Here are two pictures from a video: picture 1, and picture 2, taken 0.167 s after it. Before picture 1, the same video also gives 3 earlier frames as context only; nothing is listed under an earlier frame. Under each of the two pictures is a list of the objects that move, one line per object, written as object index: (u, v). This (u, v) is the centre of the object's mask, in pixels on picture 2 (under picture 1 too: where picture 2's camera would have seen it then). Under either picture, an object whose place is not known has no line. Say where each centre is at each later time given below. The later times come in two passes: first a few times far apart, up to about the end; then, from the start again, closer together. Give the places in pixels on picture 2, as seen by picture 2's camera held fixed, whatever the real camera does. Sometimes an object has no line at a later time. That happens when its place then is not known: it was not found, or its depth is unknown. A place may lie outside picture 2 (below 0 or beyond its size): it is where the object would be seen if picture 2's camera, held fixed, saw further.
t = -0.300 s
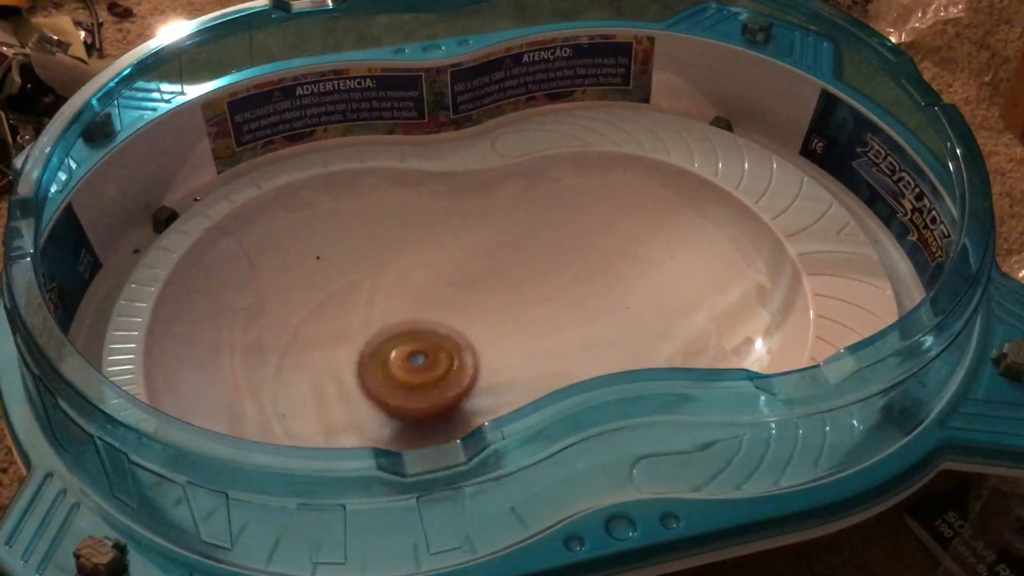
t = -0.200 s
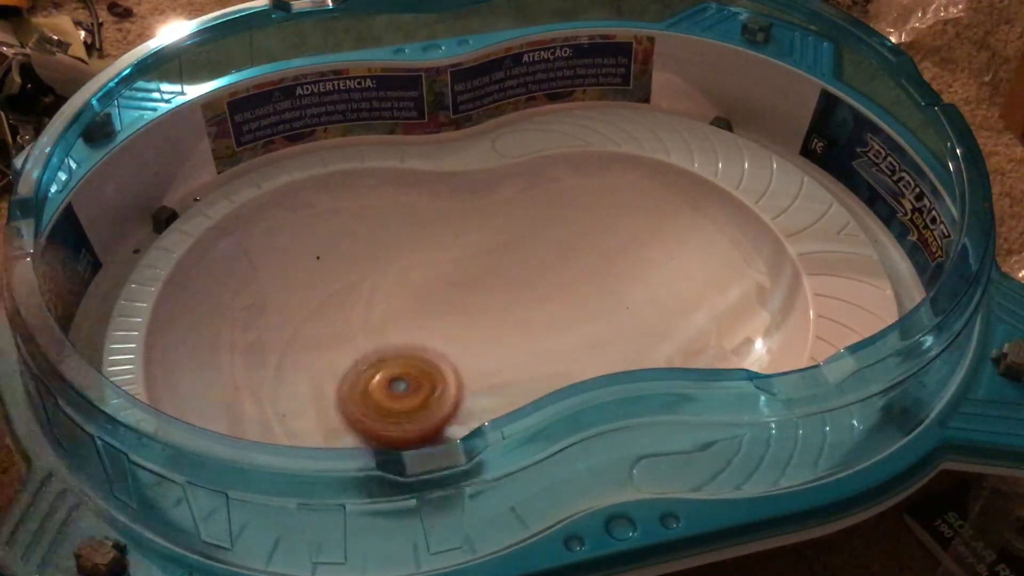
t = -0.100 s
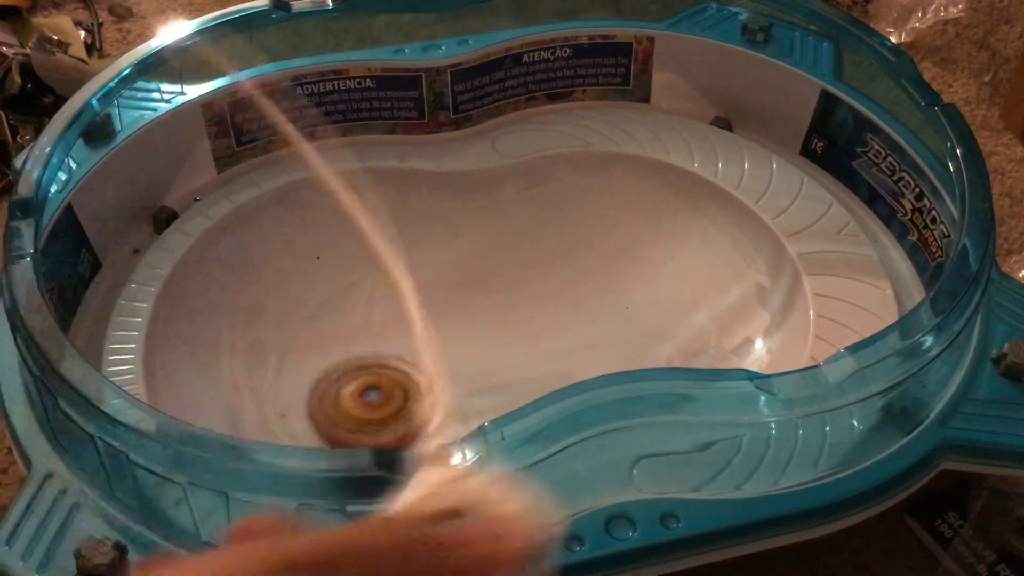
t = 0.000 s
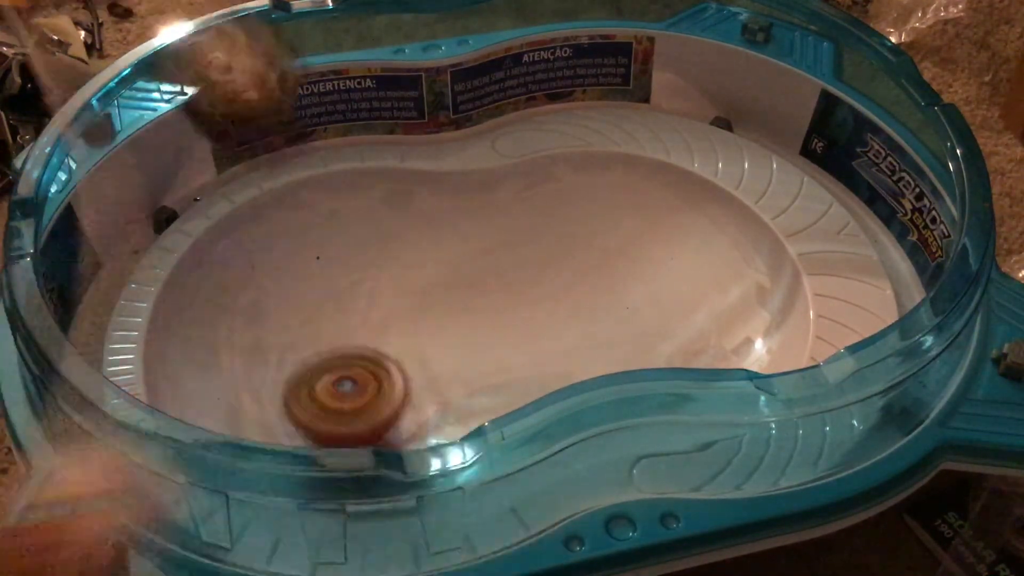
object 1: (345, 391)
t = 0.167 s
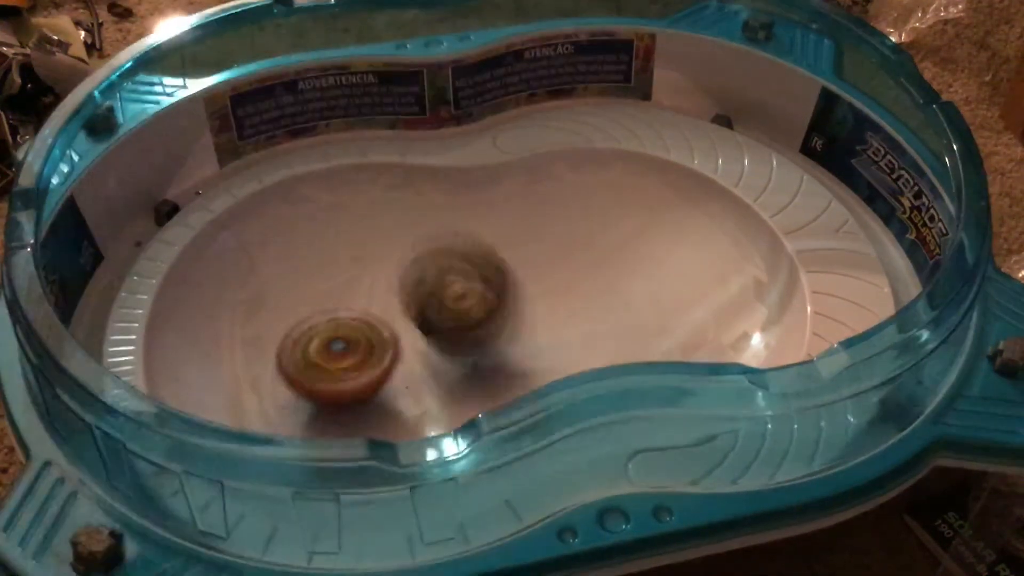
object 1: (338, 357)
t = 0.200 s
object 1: (342, 350)
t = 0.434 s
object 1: (392, 320)
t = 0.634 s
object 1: (432, 314)
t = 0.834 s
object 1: (477, 304)
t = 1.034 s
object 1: (506, 298)
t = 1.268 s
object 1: (537, 291)
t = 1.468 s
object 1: (554, 297)
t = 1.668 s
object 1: (656, 344)
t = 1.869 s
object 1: (679, 320)
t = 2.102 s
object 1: (646, 269)
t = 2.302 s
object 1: (708, 161)
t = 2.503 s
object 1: (698, 87)
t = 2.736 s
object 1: (639, 97)
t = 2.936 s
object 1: (588, 116)
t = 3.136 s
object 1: (599, 271)
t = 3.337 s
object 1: (569, 350)
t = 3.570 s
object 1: (488, 376)
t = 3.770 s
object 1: (472, 326)
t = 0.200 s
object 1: (342, 350)
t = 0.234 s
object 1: (346, 343)
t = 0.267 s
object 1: (353, 337)
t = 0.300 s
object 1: (361, 331)
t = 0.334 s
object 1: (372, 326)
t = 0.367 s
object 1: (380, 323)
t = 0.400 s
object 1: (387, 321)
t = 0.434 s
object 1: (392, 320)
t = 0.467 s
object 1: (397, 319)
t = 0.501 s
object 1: (401, 319)
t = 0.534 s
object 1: (406, 318)
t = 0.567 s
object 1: (413, 317)
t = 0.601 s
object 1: (422, 316)
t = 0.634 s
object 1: (432, 314)
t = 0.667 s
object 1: (442, 312)
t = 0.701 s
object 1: (450, 311)
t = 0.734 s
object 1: (458, 309)
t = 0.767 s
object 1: (467, 307)
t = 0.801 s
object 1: (472, 306)
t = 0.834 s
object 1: (477, 304)
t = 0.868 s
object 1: (483, 303)
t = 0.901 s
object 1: (487, 301)
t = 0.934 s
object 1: (492, 300)
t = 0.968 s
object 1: (497, 299)
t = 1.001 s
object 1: (502, 298)
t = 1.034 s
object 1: (506, 298)
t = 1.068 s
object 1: (510, 297)
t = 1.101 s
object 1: (514, 296)
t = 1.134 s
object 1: (519, 295)
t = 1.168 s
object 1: (523, 293)
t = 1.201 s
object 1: (528, 292)
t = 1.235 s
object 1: (532, 291)
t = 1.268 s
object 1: (537, 291)
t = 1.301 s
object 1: (543, 292)
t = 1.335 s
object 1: (547, 292)
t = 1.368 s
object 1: (551, 292)
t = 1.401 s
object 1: (552, 293)
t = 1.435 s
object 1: (554, 294)
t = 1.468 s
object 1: (554, 297)
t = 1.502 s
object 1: (554, 302)
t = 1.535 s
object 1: (551, 304)
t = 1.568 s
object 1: (561, 324)
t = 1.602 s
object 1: (598, 343)
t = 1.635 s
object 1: (631, 352)
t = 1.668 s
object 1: (656, 344)
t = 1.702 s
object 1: (672, 339)
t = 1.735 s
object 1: (685, 345)
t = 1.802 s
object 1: (692, 337)
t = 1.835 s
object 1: (688, 329)
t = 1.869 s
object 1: (679, 320)
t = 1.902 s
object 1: (670, 308)
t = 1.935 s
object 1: (663, 297)
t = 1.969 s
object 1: (656, 286)
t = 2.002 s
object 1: (651, 281)
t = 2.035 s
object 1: (647, 277)
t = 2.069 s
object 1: (645, 272)
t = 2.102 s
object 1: (646, 269)
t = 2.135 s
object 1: (648, 268)
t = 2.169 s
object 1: (654, 265)
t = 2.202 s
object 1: (660, 260)
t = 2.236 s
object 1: (666, 255)
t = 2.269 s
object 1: (690, 210)
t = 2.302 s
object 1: (708, 161)
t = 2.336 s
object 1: (713, 127)
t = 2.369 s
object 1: (713, 114)
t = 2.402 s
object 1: (711, 114)
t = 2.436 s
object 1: (706, 103)
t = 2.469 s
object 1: (702, 95)
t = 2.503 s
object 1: (698, 87)
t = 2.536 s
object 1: (689, 89)
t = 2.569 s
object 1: (681, 93)
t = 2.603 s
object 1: (671, 95)
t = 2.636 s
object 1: (665, 95)
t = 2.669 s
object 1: (655, 97)
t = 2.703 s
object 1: (646, 97)
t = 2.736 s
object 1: (639, 97)
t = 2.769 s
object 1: (628, 99)
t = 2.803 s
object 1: (620, 101)
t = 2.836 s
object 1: (613, 104)
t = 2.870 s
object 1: (603, 107)
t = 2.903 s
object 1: (596, 111)
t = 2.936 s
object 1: (588, 116)
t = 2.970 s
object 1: (583, 126)
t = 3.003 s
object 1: (579, 158)
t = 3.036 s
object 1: (583, 189)
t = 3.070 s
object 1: (591, 222)
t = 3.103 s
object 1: (595, 248)
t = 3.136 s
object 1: (599, 271)
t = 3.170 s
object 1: (602, 294)
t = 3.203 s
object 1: (600, 312)
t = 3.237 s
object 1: (594, 323)
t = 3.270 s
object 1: (588, 333)
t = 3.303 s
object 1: (579, 342)
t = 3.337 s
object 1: (569, 350)
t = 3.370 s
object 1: (557, 357)
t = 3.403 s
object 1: (544, 366)
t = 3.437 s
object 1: (534, 372)
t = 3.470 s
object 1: (518, 378)
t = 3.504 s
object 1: (500, 380)
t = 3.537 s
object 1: (491, 379)
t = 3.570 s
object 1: (488, 376)
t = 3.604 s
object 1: (487, 371)
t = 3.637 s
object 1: (481, 365)
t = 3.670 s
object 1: (475, 354)
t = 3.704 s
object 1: (472, 345)
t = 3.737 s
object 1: (471, 337)
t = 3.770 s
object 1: (472, 326)
